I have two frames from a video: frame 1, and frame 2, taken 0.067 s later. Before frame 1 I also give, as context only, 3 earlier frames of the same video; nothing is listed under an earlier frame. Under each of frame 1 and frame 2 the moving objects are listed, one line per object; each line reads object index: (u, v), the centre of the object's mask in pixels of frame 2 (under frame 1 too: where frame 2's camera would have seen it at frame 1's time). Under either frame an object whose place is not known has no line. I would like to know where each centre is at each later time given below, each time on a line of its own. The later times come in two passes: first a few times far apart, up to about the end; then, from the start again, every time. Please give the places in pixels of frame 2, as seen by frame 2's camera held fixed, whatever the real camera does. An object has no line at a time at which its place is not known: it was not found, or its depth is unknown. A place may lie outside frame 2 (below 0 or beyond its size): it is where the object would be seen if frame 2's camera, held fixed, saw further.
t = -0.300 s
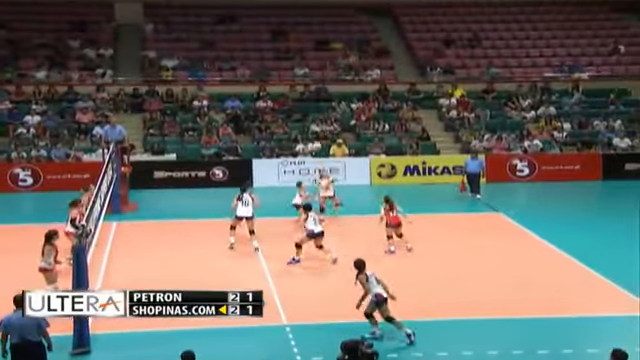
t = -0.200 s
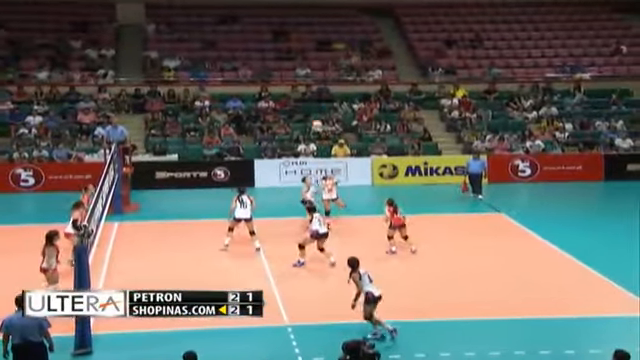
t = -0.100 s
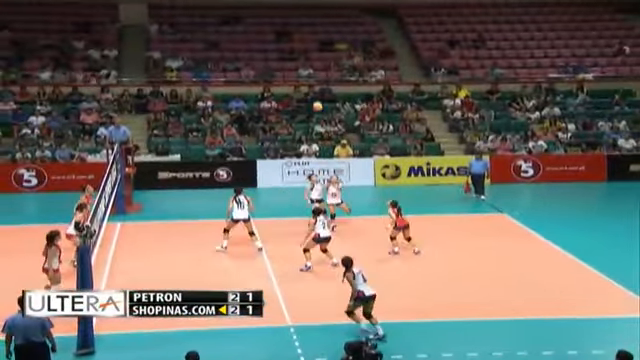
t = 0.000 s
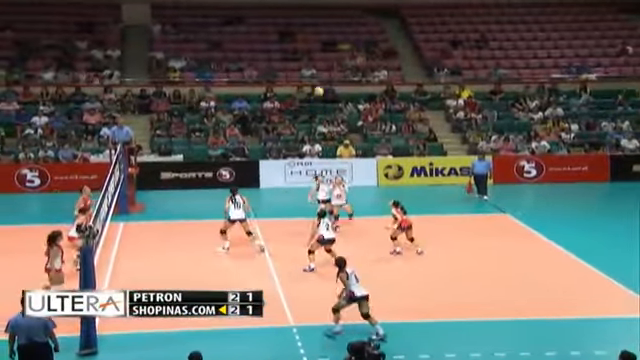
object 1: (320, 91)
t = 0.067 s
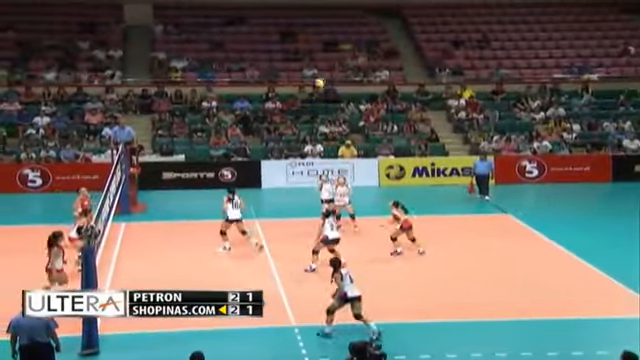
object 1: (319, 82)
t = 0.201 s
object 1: (318, 70)
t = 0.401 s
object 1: (315, 65)
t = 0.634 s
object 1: (310, 77)
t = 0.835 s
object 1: (308, 108)
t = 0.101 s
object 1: (319, 79)
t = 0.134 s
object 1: (319, 75)
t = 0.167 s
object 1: (319, 73)
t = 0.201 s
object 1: (318, 70)
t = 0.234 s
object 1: (318, 69)
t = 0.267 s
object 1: (317, 68)
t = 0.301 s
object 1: (316, 66)
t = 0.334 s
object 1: (315, 66)
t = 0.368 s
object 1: (315, 65)
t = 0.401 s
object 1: (315, 65)
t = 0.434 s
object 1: (314, 66)
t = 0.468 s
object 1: (314, 66)
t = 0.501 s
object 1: (313, 67)
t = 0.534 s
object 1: (312, 69)
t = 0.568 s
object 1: (311, 71)
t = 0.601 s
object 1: (311, 74)
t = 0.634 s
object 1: (310, 77)
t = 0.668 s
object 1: (310, 81)
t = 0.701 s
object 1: (310, 86)
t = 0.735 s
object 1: (309, 91)
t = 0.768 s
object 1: (309, 96)
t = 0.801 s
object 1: (308, 102)
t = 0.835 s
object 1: (308, 108)
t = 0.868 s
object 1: (307, 115)
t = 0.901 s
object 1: (306, 121)
